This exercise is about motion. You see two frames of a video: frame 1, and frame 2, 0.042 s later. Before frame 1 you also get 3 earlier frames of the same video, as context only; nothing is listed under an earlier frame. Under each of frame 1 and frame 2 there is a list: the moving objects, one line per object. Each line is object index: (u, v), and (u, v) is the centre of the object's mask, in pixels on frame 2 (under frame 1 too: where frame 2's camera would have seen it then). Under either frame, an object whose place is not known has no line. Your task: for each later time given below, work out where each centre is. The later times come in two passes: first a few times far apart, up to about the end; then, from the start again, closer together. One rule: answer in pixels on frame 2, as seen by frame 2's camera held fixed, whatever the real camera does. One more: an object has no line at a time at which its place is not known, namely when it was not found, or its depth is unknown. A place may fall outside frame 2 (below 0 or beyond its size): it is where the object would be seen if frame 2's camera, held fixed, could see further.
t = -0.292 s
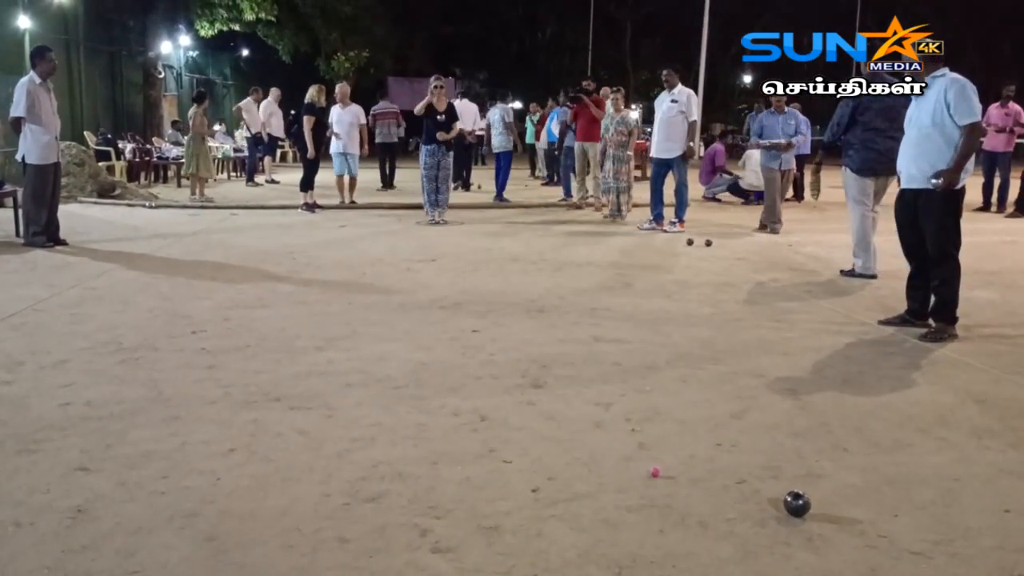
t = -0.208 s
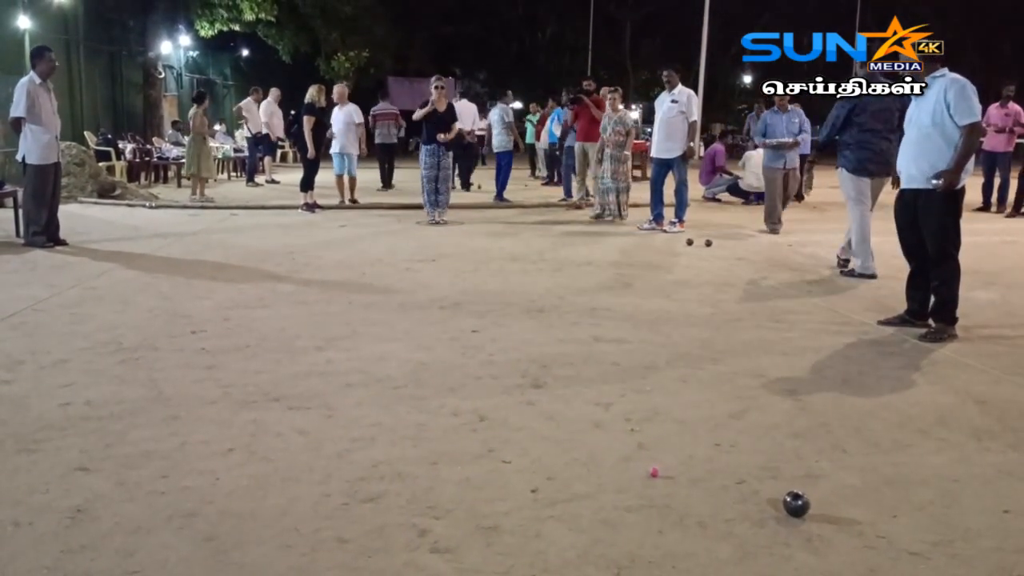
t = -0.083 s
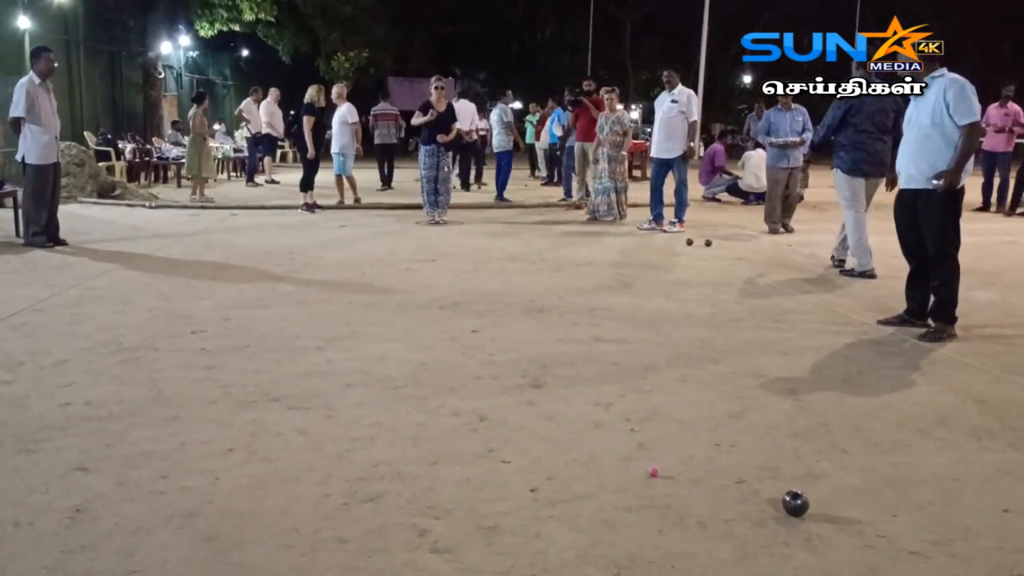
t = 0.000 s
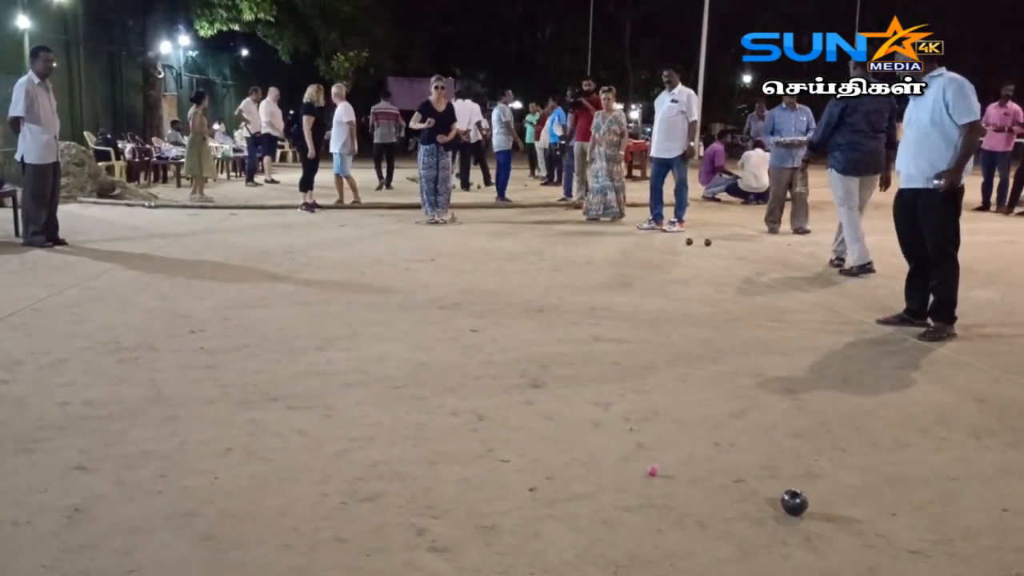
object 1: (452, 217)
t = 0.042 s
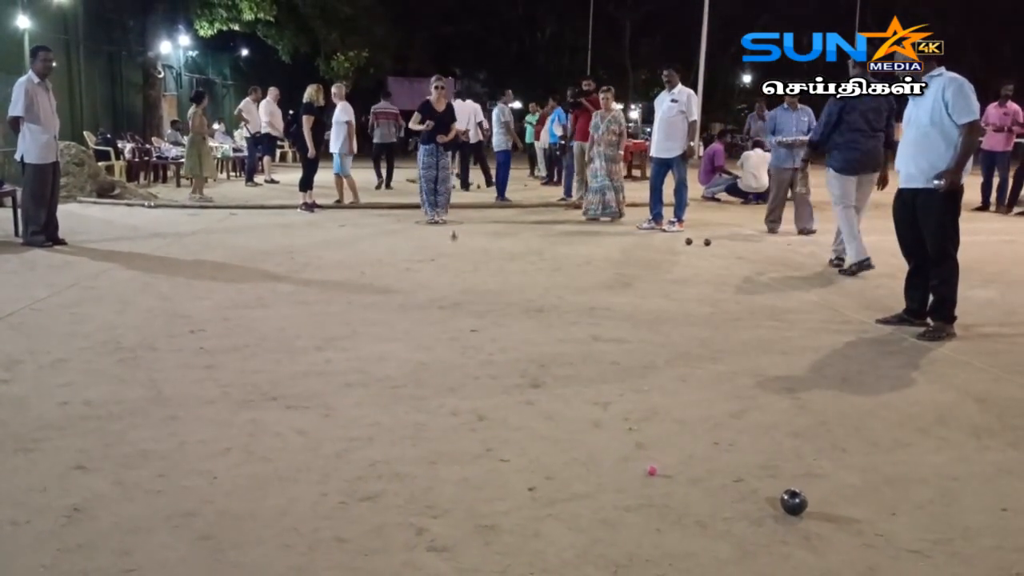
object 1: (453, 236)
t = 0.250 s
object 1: (461, 259)
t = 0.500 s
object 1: (469, 273)
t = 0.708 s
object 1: (476, 280)
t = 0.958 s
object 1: (484, 288)
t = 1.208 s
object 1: (494, 298)
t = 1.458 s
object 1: (504, 306)
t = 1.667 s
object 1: (515, 317)
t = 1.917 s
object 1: (527, 327)
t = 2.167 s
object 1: (542, 338)
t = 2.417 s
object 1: (555, 348)
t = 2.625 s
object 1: (567, 356)
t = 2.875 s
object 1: (584, 368)
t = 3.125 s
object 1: (600, 377)
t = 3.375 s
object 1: (619, 389)
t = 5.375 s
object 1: (679, 446)
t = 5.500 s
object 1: (675, 447)
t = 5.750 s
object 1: (670, 450)
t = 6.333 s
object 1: (667, 452)
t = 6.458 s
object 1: (668, 452)
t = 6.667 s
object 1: (669, 452)
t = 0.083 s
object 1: (456, 257)
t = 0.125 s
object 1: (456, 258)
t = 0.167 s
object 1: (458, 256)
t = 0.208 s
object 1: (459, 256)
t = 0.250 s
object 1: (461, 259)
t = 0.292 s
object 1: (462, 263)
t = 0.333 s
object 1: (464, 267)
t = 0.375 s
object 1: (465, 269)
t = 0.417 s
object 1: (466, 270)
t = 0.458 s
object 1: (467, 271)
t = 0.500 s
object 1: (469, 273)
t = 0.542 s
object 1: (470, 274)
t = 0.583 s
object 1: (471, 275)
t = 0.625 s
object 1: (472, 276)
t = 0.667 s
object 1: (475, 279)
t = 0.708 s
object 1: (476, 280)
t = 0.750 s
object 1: (477, 281)
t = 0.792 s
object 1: (478, 282)
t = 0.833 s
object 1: (480, 284)
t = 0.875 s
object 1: (481, 286)
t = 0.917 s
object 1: (482, 287)
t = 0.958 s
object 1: (484, 288)
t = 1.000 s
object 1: (486, 290)
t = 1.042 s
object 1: (487, 291)
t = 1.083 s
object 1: (489, 293)
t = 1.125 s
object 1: (490, 294)
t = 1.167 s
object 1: (493, 296)
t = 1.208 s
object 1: (494, 298)
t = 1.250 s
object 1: (496, 299)
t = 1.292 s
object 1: (497, 301)
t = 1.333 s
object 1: (500, 303)
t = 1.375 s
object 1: (501, 305)
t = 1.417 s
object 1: (503, 306)
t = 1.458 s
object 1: (504, 306)
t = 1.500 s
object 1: (507, 310)
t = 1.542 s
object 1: (508, 311)
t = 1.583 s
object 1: (510, 313)
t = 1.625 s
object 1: (511, 314)
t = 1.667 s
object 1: (515, 317)
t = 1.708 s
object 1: (516, 318)
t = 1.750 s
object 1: (518, 320)
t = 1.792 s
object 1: (520, 321)
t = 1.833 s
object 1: (523, 323)
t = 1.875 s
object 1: (525, 325)
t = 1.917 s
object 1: (527, 327)
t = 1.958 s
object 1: (529, 328)
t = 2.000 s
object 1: (532, 331)
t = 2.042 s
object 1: (534, 332)
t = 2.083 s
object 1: (536, 334)
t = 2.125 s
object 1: (539, 335)
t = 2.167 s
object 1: (542, 338)
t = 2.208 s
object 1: (544, 339)
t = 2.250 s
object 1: (546, 341)
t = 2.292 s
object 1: (548, 342)
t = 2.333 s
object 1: (552, 345)
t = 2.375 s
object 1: (553, 346)
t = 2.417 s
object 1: (555, 348)
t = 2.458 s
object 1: (557, 349)
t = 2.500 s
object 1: (559, 351)
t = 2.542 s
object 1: (563, 354)
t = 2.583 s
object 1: (566, 355)
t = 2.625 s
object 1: (567, 356)
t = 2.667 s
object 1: (569, 358)
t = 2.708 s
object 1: (573, 360)
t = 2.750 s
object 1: (576, 362)
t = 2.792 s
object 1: (578, 363)
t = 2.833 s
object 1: (580, 364)
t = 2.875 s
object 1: (584, 368)
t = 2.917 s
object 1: (586, 369)
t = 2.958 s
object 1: (589, 370)
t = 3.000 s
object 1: (591, 372)
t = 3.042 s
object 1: (595, 375)
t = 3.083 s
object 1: (598, 376)
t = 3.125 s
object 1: (600, 377)
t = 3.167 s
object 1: (603, 379)
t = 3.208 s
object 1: (607, 382)
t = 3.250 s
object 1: (610, 383)
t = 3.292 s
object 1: (612, 384)
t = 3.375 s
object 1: (619, 389)
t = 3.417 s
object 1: (621, 389)
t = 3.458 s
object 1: (623, 391)
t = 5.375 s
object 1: (679, 446)
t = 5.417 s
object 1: (677, 446)
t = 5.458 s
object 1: (676, 447)
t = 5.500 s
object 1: (675, 447)
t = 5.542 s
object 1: (675, 448)
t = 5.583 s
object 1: (673, 449)
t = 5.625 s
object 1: (673, 449)
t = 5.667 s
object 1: (672, 449)
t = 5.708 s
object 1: (671, 449)
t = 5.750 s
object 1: (670, 450)
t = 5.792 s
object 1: (670, 450)
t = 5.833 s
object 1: (670, 451)
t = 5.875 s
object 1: (669, 451)
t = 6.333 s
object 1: (667, 452)
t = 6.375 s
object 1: (667, 452)
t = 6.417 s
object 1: (668, 452)
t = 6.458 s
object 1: (668, 452)
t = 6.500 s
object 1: (669, 452)
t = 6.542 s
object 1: (669, 452)
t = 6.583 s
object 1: (669, 452)
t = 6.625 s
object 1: (669, 452)
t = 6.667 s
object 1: (669, 452)
